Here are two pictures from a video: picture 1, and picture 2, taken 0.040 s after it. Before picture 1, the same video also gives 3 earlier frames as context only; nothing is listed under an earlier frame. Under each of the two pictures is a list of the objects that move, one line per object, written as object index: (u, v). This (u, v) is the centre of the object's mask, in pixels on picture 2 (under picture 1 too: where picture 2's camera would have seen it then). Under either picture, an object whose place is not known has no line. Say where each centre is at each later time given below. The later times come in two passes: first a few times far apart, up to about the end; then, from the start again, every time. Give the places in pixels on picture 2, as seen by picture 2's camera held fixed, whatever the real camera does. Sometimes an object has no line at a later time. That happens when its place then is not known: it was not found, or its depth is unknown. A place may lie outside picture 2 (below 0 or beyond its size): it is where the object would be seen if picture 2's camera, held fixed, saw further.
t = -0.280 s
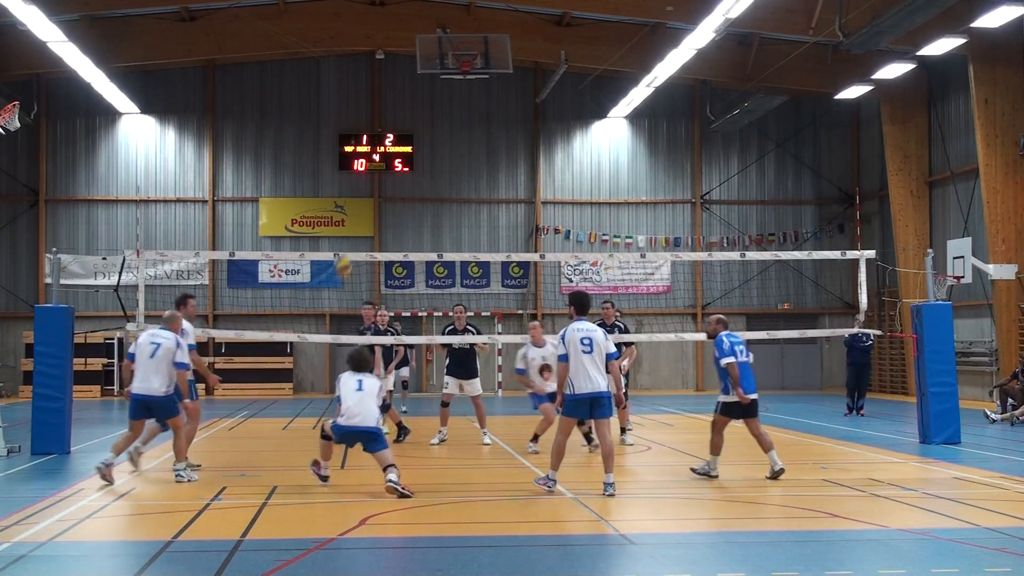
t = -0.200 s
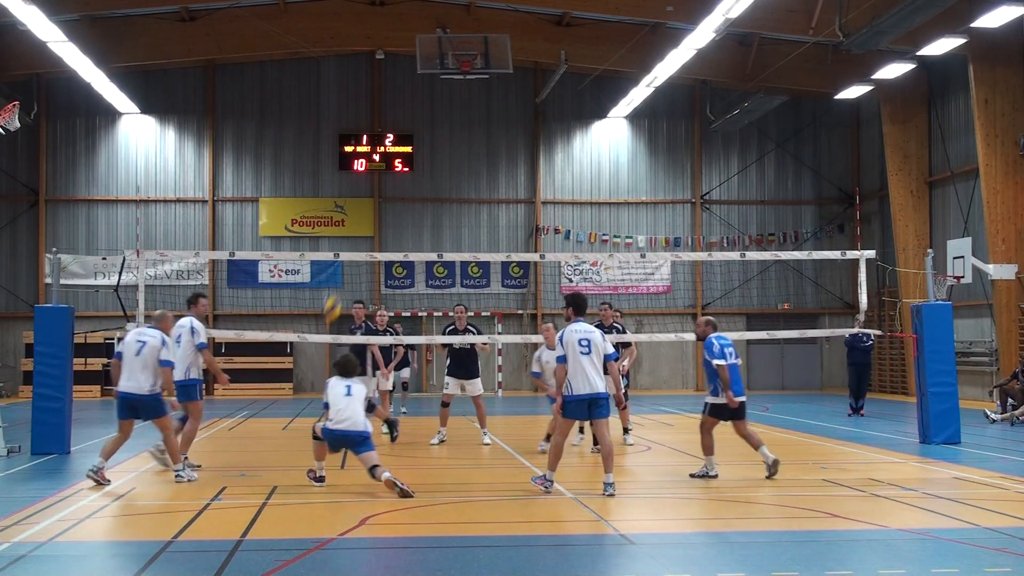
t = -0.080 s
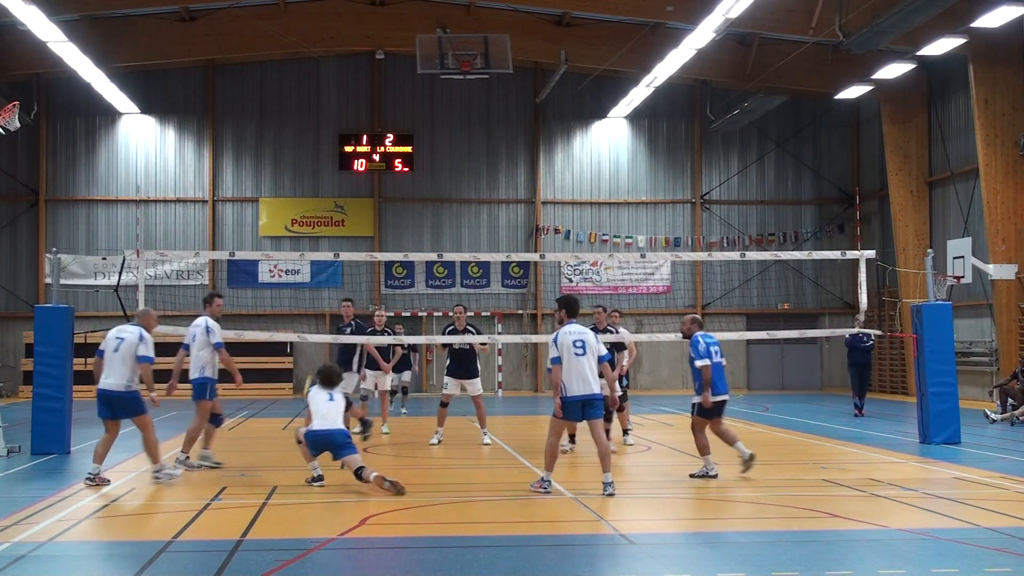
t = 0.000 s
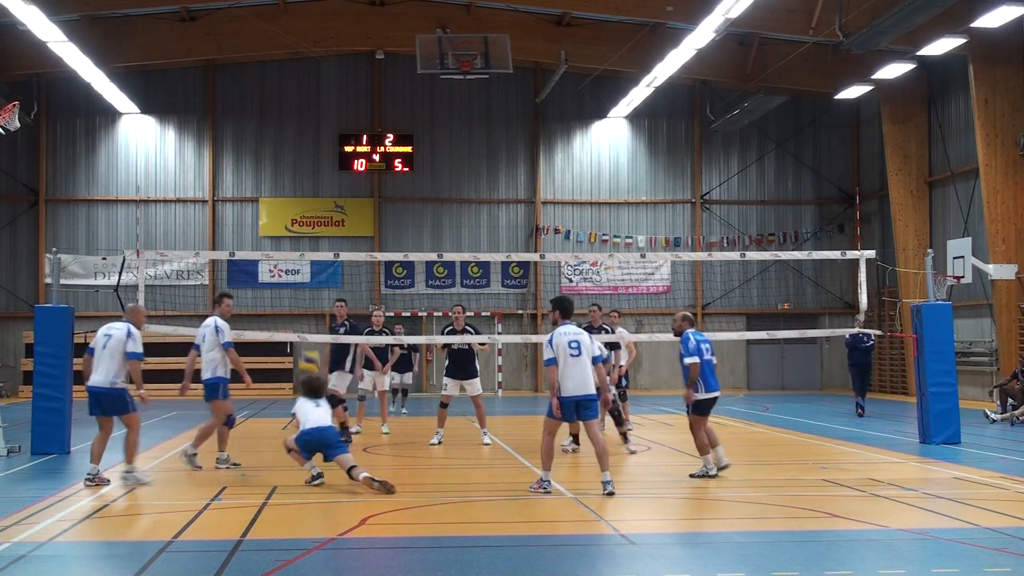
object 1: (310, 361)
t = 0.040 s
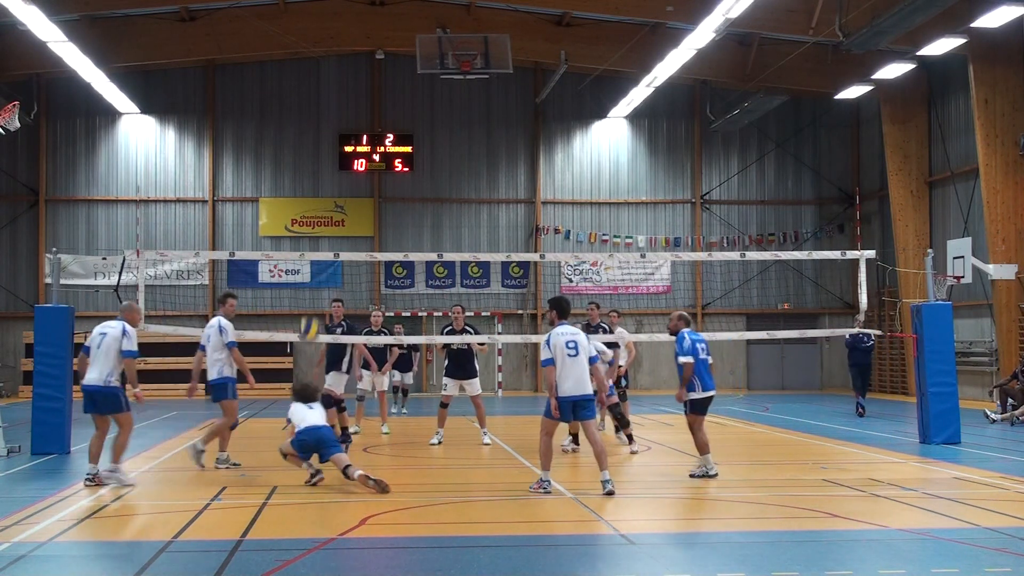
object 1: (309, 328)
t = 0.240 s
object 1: (310, 203)
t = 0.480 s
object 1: (312, 112)
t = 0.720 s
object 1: (313, 74)
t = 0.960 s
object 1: (314, 87)
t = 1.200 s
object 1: (315, 149)
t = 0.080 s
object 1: (309, 302)
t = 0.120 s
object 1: (311, 273)
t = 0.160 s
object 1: (311, 249)
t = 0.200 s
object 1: (311, 225)
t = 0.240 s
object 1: (310, 203)
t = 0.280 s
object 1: (311, 186)
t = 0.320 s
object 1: (311, 166)
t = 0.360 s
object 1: (312, 151)
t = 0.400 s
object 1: (312, 136)
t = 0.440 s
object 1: (312, 122)
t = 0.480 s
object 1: (312, 112)
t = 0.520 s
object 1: (313, 101)
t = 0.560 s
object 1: (313, 92)
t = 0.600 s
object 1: (313, 86)
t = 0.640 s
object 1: (313, 80)
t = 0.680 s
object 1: (313, 76)
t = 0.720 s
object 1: (313, 74)
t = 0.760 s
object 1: (313, 72)
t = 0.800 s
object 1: (313, 73)
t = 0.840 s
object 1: (314, 74)
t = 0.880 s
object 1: (313, 78)
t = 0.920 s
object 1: (314, 82)
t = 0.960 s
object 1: (314, 87)
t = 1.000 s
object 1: (314, 95)
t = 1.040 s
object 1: (314, 103)
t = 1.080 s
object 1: (314, 113)
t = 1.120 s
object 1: (314, 124)
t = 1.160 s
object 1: (314, 136)
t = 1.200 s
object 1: (315, 149)
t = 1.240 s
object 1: (315, 164)
